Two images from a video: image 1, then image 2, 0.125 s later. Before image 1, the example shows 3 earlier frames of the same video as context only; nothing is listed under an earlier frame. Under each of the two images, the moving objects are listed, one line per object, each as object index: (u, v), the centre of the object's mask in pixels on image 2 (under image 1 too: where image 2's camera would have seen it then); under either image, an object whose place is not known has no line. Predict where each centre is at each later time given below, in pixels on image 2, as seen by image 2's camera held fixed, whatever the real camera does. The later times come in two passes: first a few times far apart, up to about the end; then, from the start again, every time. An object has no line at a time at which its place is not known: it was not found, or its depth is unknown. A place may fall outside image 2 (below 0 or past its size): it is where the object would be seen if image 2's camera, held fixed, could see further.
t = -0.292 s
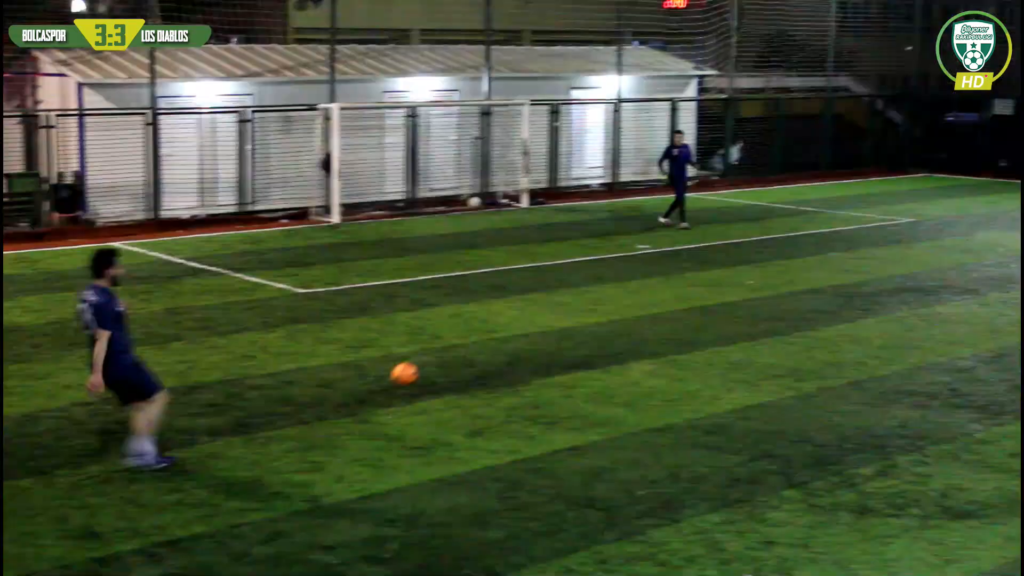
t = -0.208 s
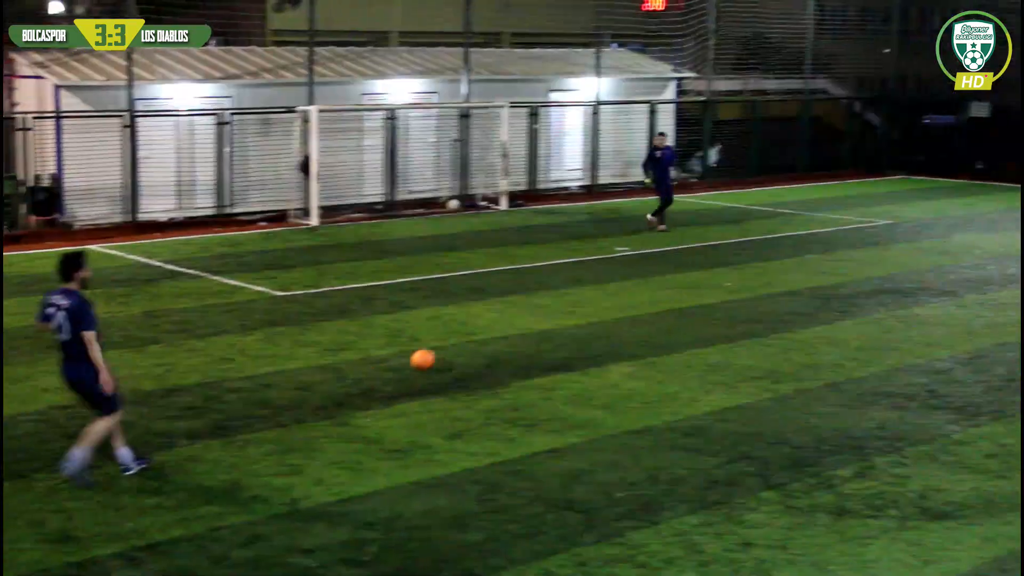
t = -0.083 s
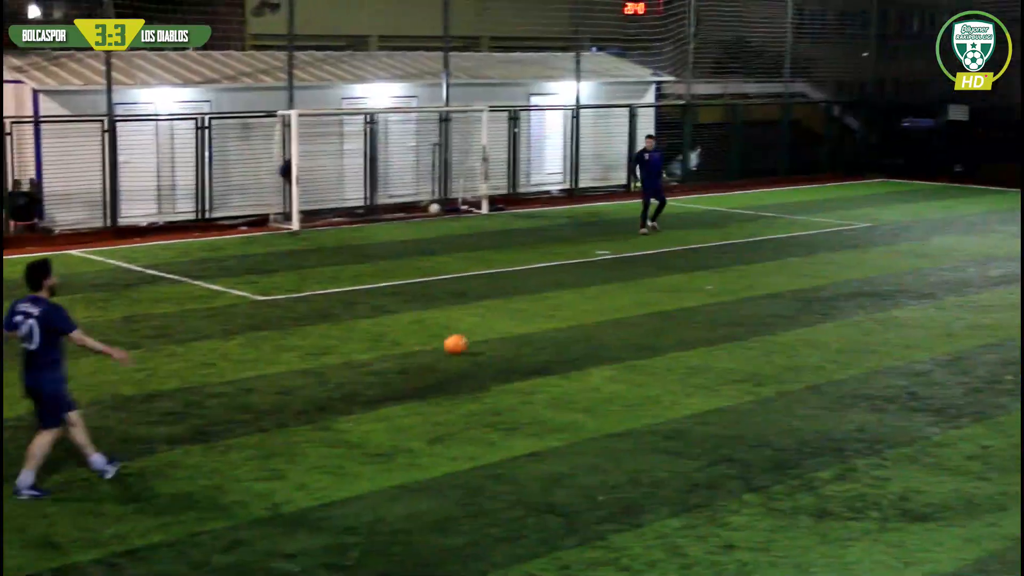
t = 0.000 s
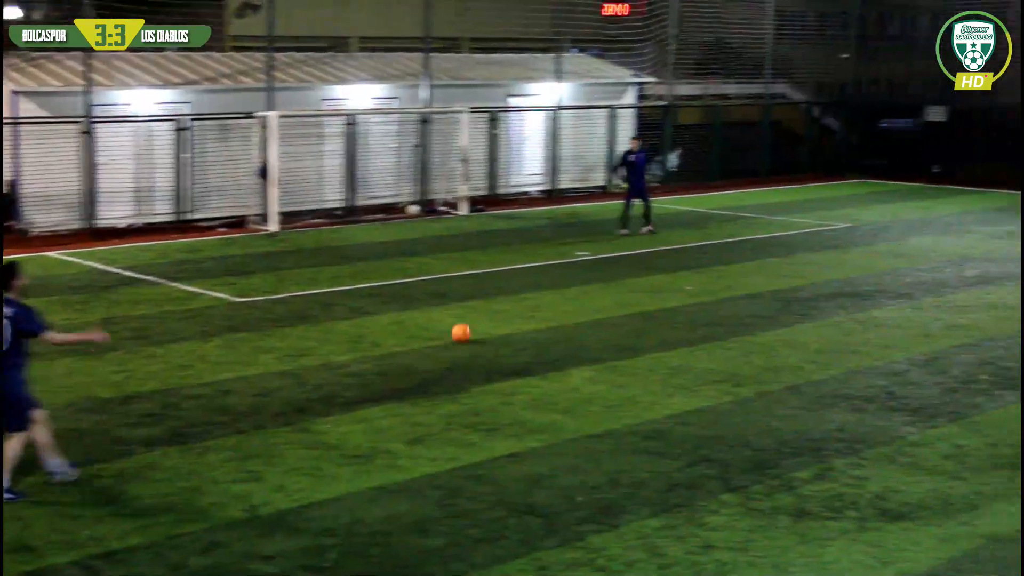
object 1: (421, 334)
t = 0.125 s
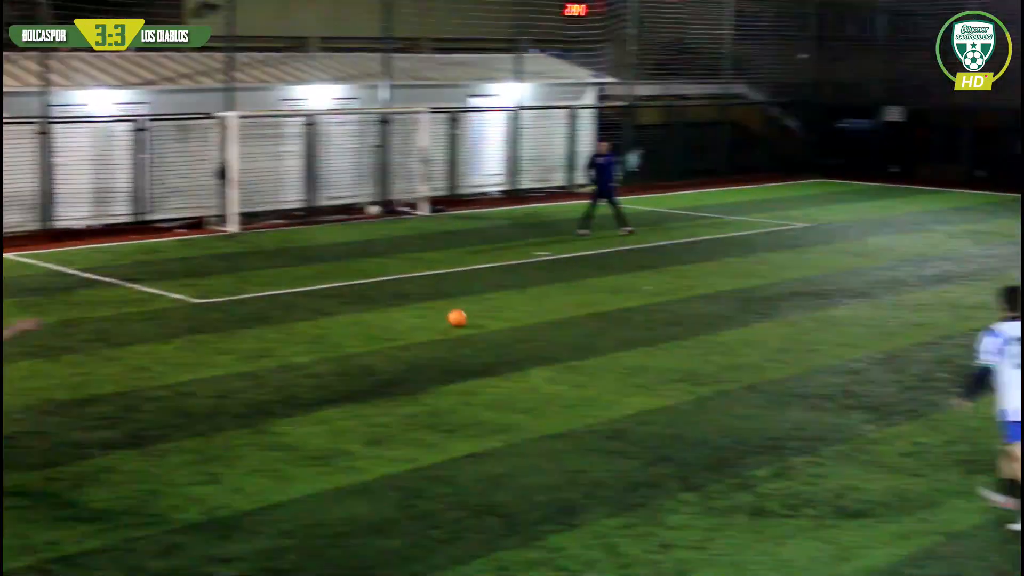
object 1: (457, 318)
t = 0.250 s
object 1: (486, 306)
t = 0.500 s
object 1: (532, 287)
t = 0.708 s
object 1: (568, 271)
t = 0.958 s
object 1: (598, 259)
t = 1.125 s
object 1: (616, 251)
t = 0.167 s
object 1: (467, 314)
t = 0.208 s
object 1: (477, 310)
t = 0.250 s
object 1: (486, 306)
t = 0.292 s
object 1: (494, 302)
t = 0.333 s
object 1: (503, 299)
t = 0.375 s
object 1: (511, 295)
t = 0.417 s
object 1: (518, 291)
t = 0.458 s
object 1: (525, 288)
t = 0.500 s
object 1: (532, 287)
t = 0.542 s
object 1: (538, 283)
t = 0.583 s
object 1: (545, 280)
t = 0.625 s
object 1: (550, 278)
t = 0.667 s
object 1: (556, 276)
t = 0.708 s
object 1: (568, 271)
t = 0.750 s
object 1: (573, 268)
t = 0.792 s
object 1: (578, 266)
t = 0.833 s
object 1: (583, 265)
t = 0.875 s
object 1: (588, 262)
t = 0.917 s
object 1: (593, 261)
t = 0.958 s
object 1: (598, 259)
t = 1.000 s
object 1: (603, 257)
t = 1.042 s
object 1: (606, 254)
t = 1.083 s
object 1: (611, 252)
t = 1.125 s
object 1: (616, 251)
